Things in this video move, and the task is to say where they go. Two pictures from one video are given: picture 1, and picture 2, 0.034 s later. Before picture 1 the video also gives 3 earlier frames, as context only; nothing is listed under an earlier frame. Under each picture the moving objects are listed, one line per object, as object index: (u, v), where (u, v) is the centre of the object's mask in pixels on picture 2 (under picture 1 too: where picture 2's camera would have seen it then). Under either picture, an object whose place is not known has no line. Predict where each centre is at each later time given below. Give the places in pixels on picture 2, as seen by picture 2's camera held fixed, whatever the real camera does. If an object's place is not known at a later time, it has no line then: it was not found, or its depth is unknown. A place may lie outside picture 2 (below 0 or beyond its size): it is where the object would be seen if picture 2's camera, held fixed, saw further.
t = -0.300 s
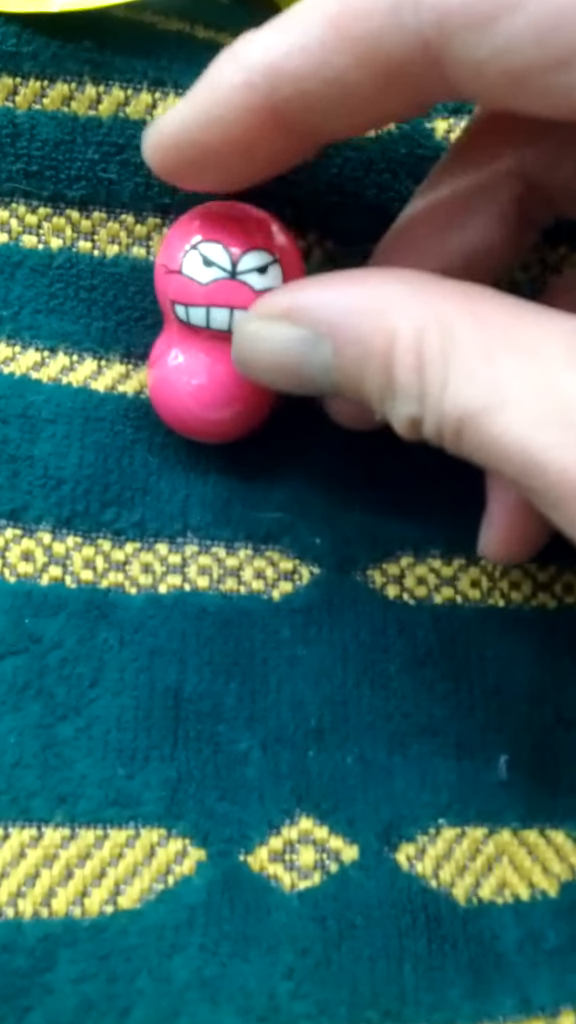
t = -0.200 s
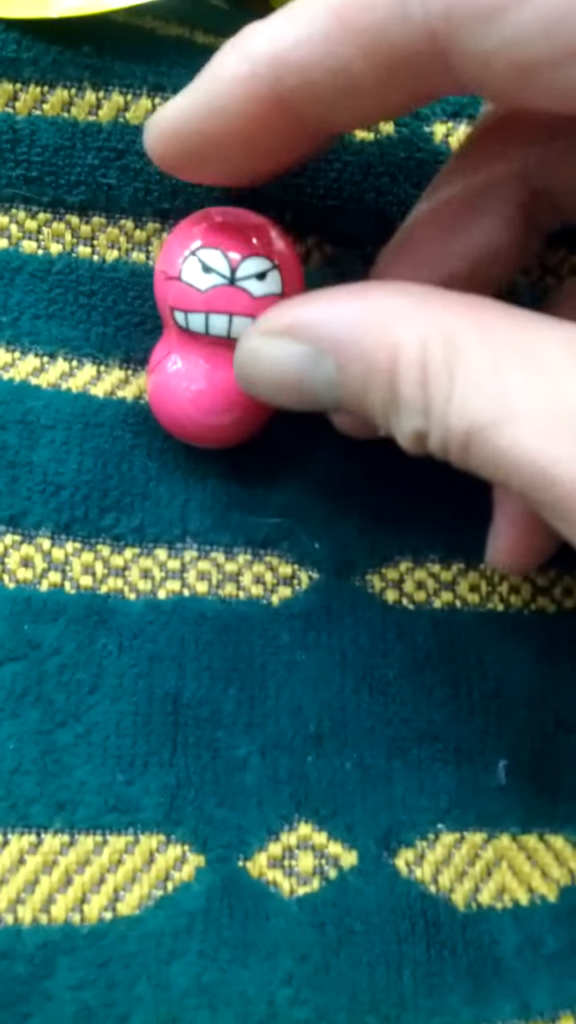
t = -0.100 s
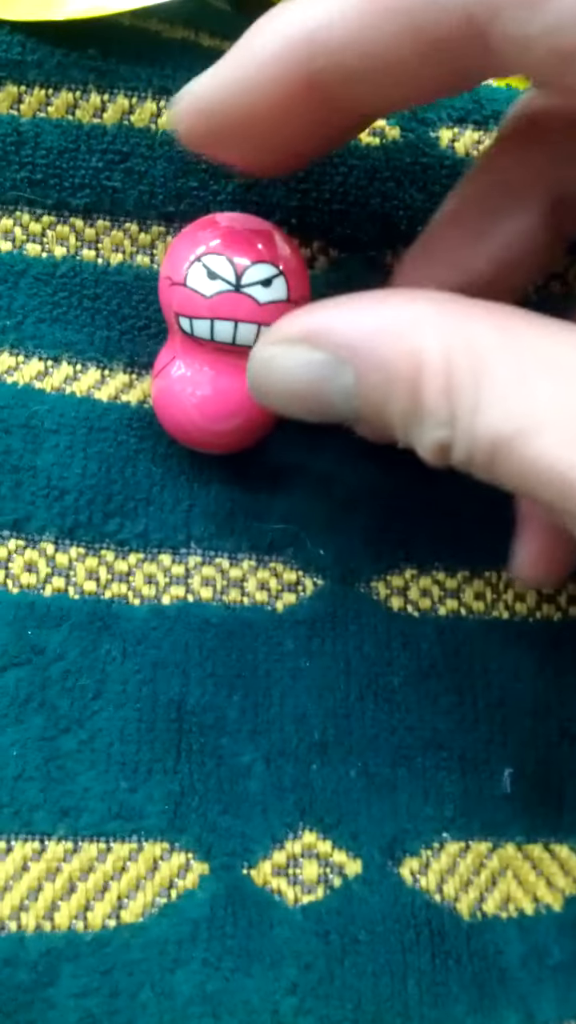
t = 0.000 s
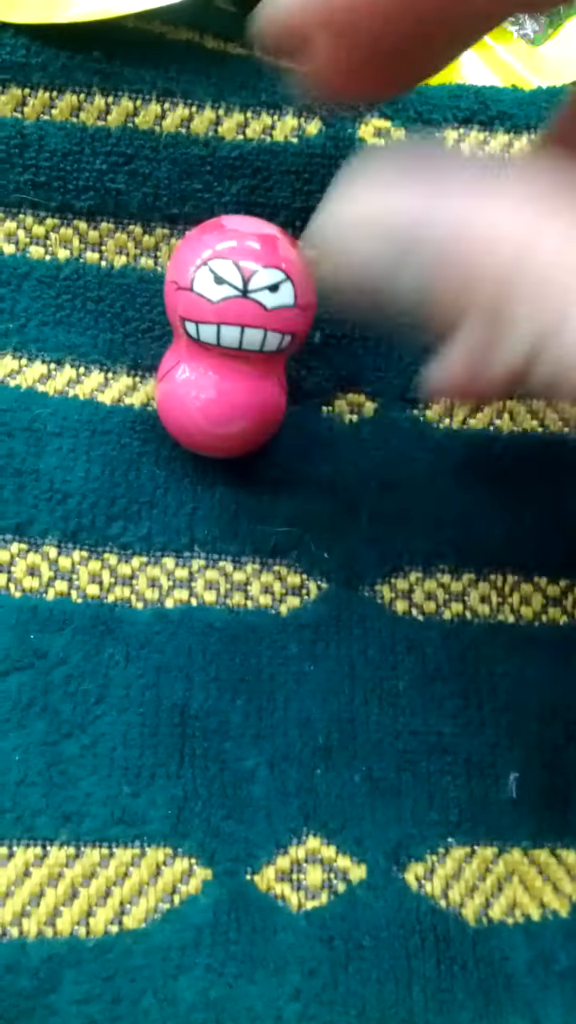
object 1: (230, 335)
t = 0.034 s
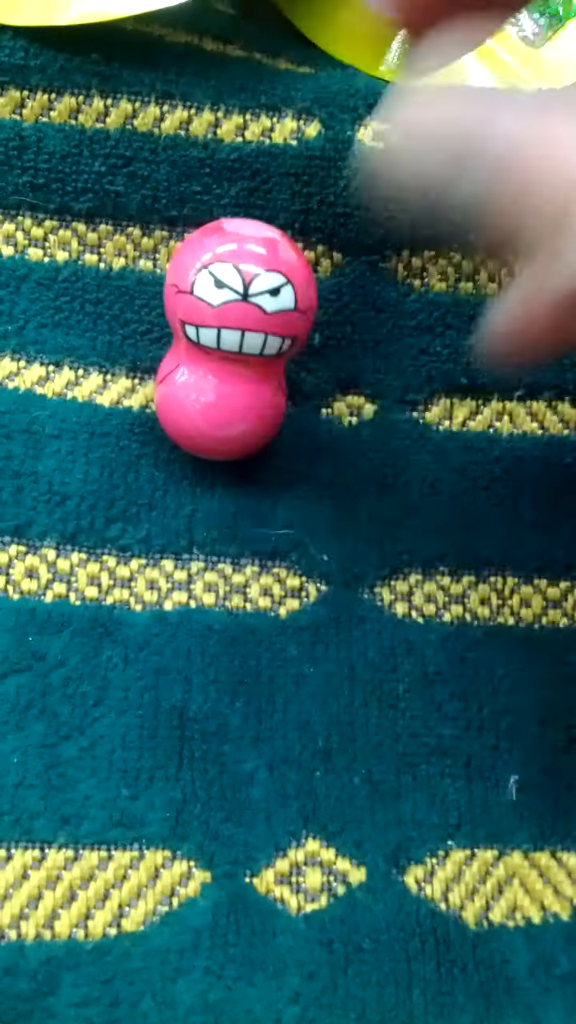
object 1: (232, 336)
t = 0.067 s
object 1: (233, 338)
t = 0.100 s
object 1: (233, 340)
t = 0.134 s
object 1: (235, 343)
